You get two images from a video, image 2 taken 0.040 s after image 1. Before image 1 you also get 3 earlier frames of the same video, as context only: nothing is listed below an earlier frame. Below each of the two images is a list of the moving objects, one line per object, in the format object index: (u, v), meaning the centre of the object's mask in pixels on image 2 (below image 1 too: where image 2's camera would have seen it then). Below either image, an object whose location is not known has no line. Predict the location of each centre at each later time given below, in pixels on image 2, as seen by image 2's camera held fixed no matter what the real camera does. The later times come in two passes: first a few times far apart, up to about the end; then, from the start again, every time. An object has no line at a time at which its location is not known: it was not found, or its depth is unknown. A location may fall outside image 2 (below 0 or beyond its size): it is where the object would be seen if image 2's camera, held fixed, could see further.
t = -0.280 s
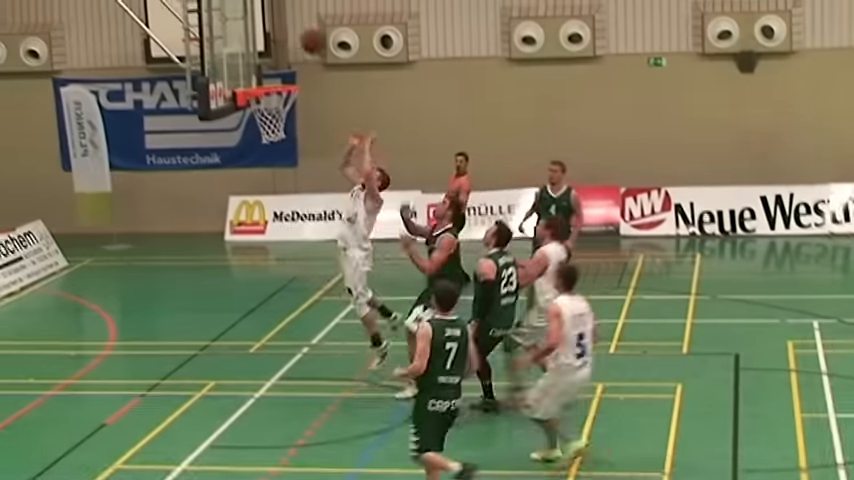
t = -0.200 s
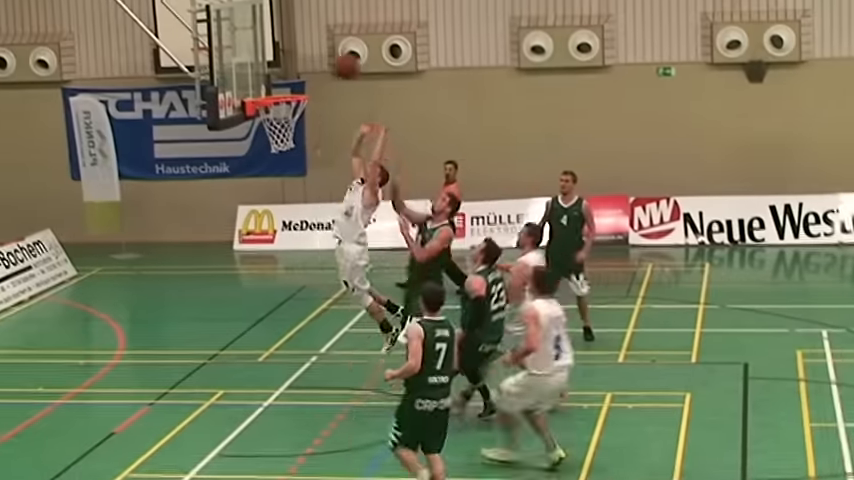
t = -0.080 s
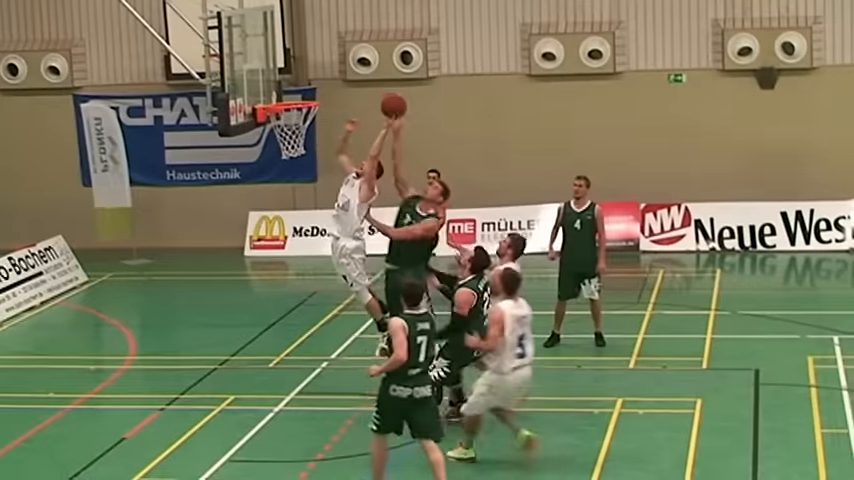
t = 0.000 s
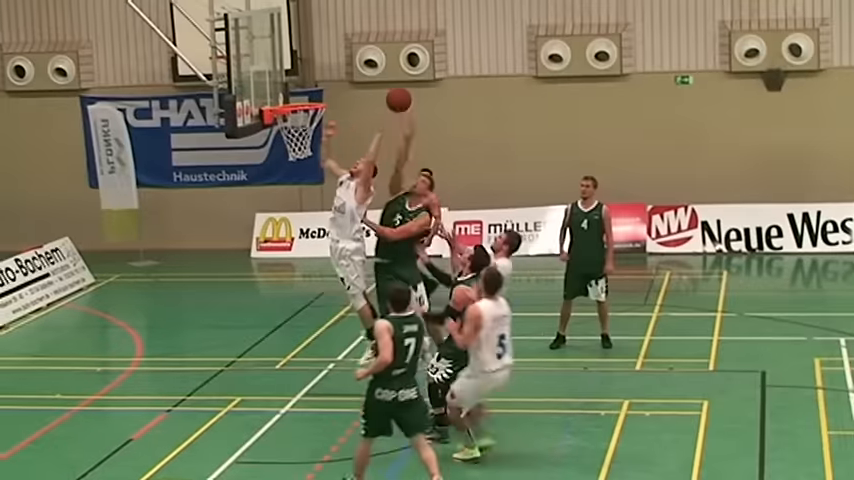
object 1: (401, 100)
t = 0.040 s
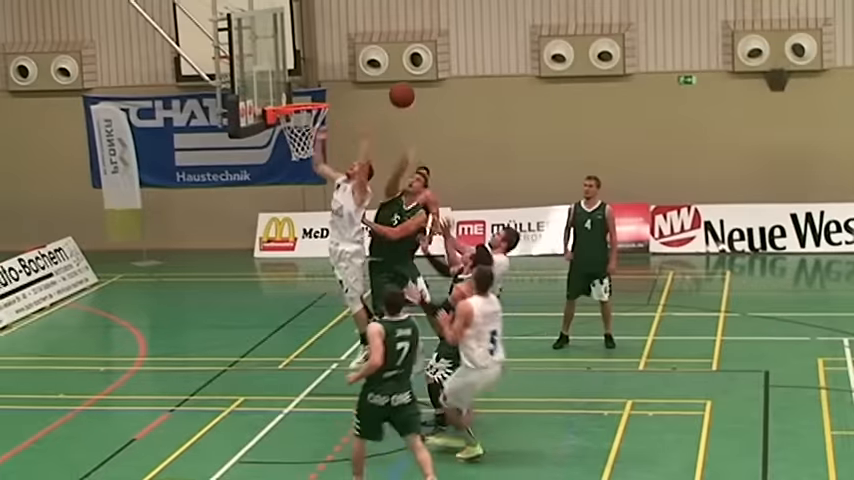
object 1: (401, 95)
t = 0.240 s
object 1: (403, 95)
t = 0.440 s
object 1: (406, 142)
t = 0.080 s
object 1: (402, 92)
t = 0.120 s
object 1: (402, 91)
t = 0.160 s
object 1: (402, 91)
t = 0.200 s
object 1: (403, 93)
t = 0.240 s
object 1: (403, 95)
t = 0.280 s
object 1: (404, 102)
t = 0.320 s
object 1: (404, 109)
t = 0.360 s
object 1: (405, 118)
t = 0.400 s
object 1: (406, 129)
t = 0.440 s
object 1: (406, 142)
